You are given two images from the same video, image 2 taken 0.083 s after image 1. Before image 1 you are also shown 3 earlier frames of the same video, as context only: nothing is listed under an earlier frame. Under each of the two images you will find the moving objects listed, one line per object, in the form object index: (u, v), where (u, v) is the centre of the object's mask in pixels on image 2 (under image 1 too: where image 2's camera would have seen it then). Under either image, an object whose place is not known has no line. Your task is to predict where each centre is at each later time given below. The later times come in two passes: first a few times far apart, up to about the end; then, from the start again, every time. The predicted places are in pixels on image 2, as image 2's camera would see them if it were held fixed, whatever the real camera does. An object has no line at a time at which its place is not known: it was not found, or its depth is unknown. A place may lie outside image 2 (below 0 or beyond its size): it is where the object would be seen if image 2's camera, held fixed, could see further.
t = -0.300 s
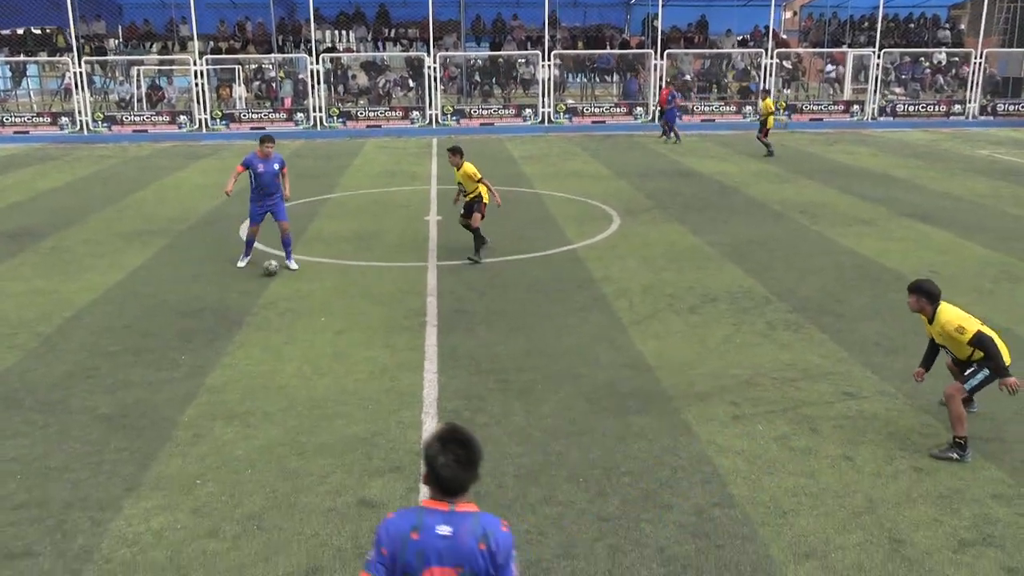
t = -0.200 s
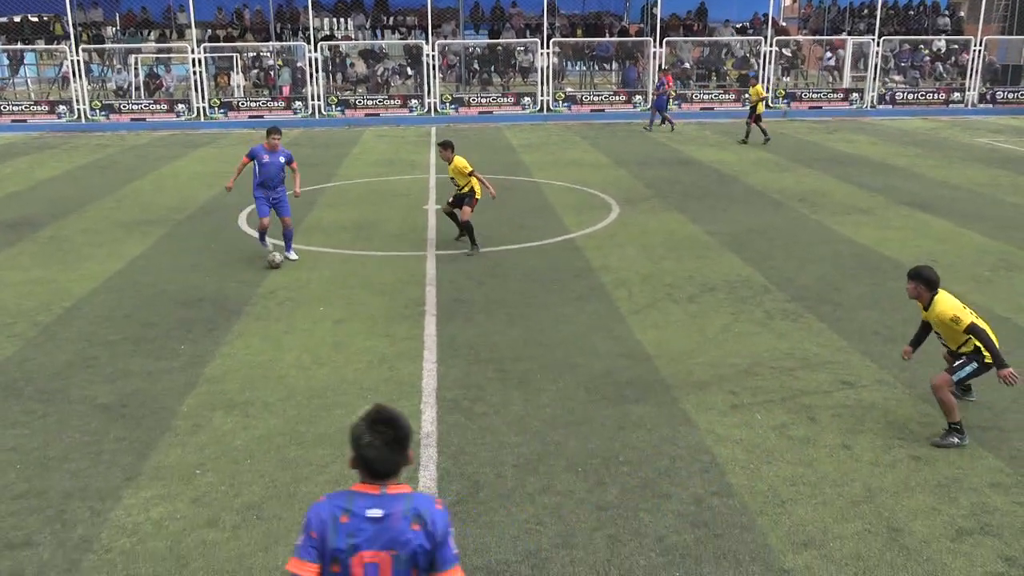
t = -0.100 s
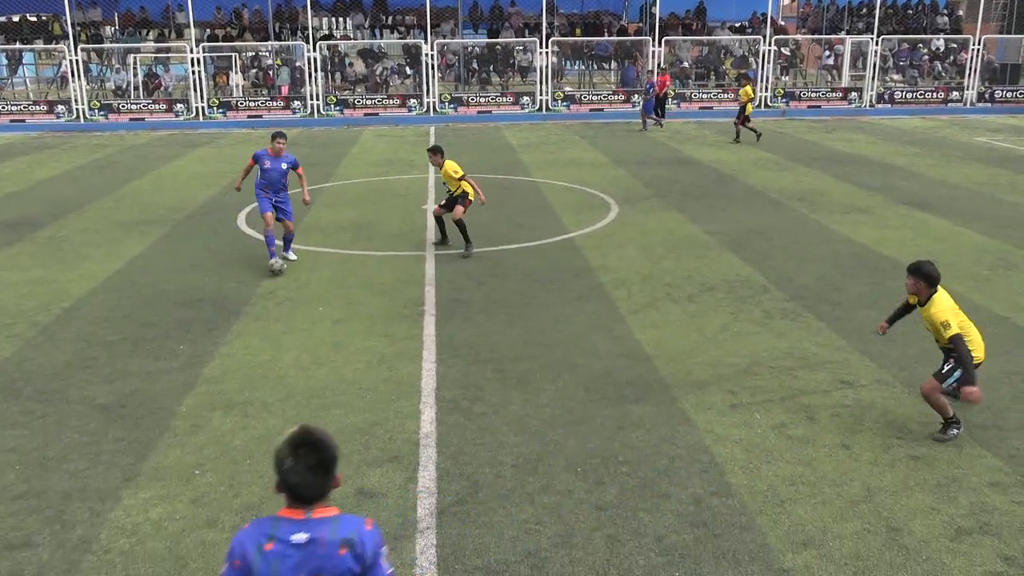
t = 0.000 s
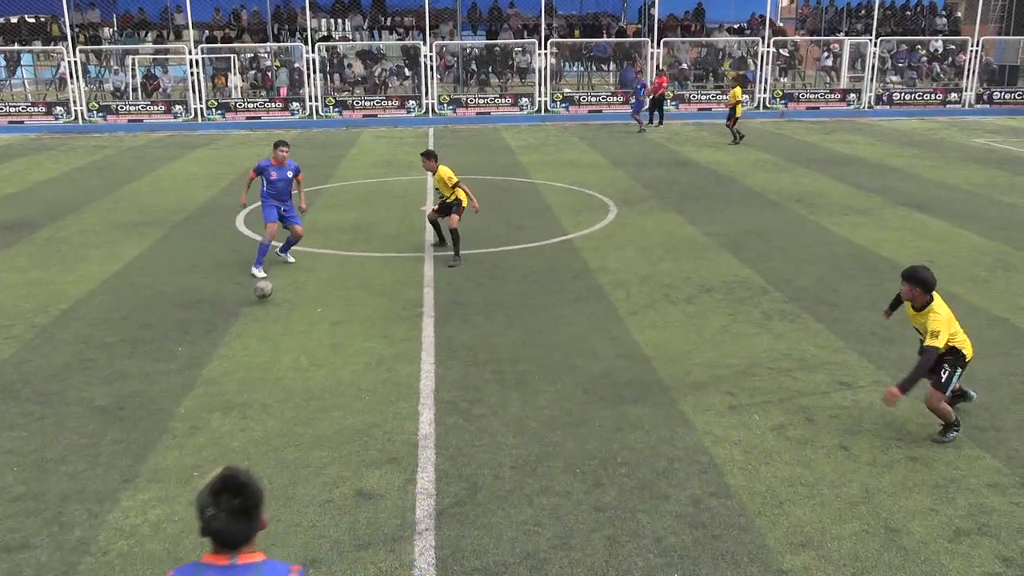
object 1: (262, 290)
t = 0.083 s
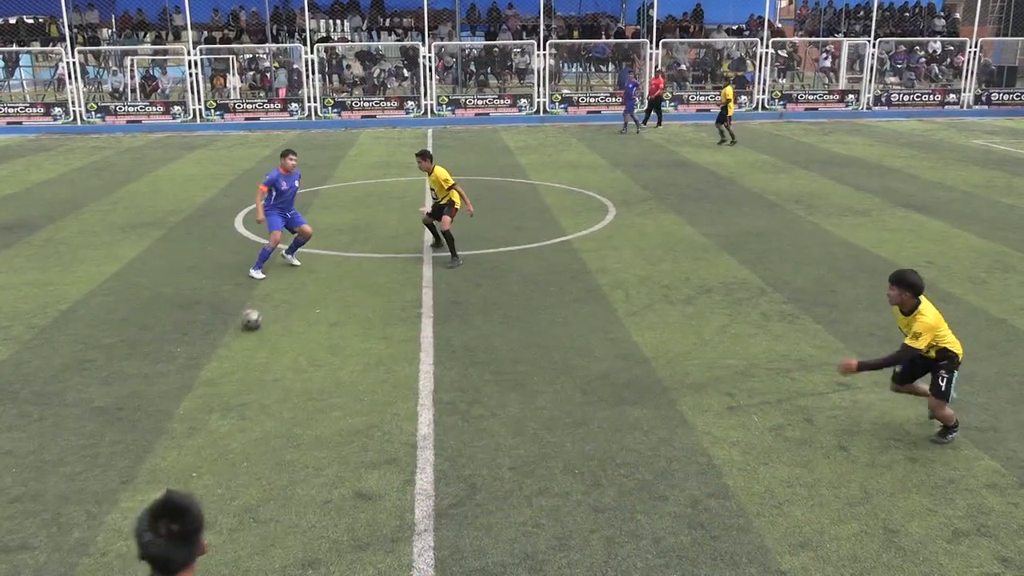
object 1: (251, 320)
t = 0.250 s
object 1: (226, 375)
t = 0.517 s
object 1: (174, 493)
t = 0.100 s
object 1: (248, 324)
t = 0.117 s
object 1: (246, 329)
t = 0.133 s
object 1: (244, 335)
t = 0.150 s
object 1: (241, 340)
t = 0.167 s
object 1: (239, 346)
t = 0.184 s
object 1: (236, 353)
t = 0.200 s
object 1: (234, 358)
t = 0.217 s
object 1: (232, 364)
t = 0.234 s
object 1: (229, 369)
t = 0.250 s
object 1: (226, 375)
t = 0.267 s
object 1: (223, 382)
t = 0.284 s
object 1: (220, 389)
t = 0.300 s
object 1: (218, 396)
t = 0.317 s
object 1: (215, 403)
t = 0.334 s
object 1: (212, 409)
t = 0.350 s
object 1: (209, 417)
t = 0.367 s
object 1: (205, 424)
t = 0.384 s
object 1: (203, 432)
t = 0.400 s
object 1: (199, 439)
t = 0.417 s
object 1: (195, 446)
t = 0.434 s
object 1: (192, 453)
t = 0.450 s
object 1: (189, 461)
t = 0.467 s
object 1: (186, 470)
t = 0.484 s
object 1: (181, 479)
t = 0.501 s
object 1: (177, 486)
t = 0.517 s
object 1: (174, 493)
